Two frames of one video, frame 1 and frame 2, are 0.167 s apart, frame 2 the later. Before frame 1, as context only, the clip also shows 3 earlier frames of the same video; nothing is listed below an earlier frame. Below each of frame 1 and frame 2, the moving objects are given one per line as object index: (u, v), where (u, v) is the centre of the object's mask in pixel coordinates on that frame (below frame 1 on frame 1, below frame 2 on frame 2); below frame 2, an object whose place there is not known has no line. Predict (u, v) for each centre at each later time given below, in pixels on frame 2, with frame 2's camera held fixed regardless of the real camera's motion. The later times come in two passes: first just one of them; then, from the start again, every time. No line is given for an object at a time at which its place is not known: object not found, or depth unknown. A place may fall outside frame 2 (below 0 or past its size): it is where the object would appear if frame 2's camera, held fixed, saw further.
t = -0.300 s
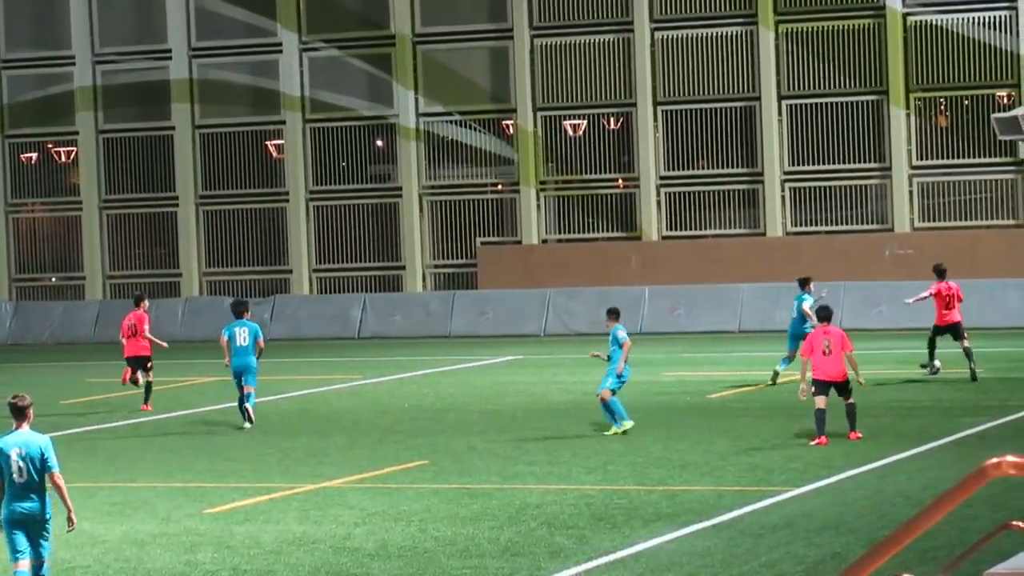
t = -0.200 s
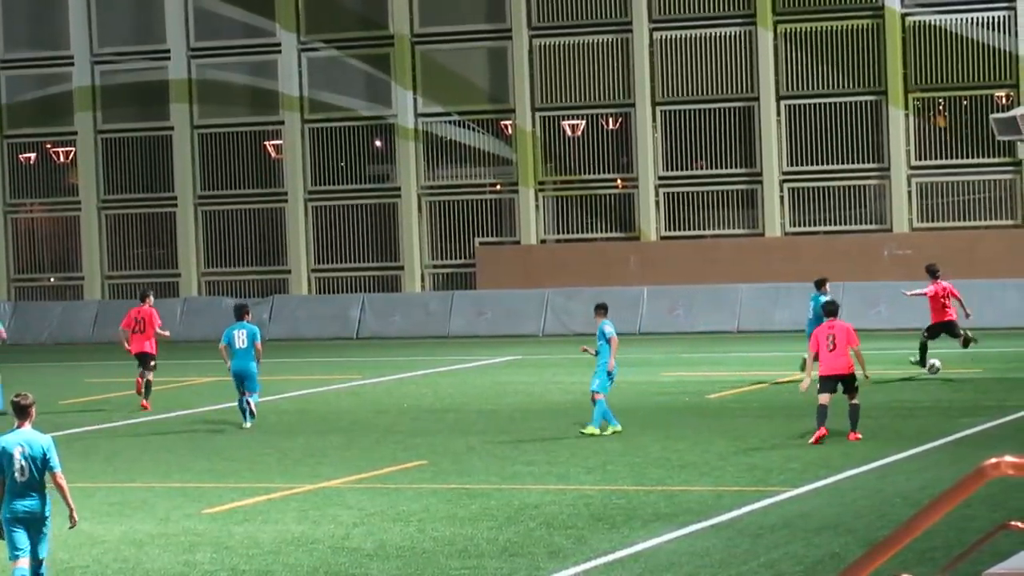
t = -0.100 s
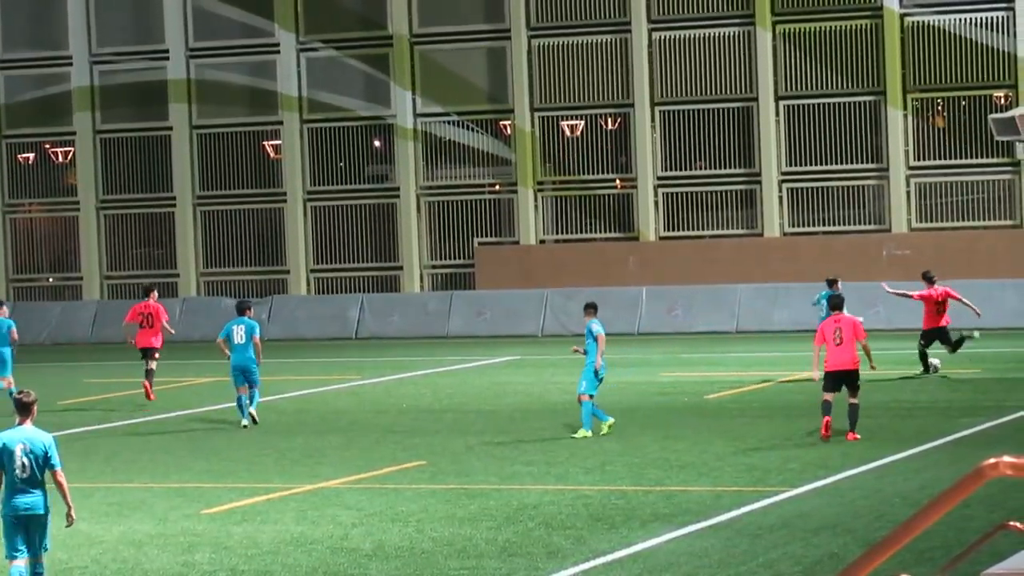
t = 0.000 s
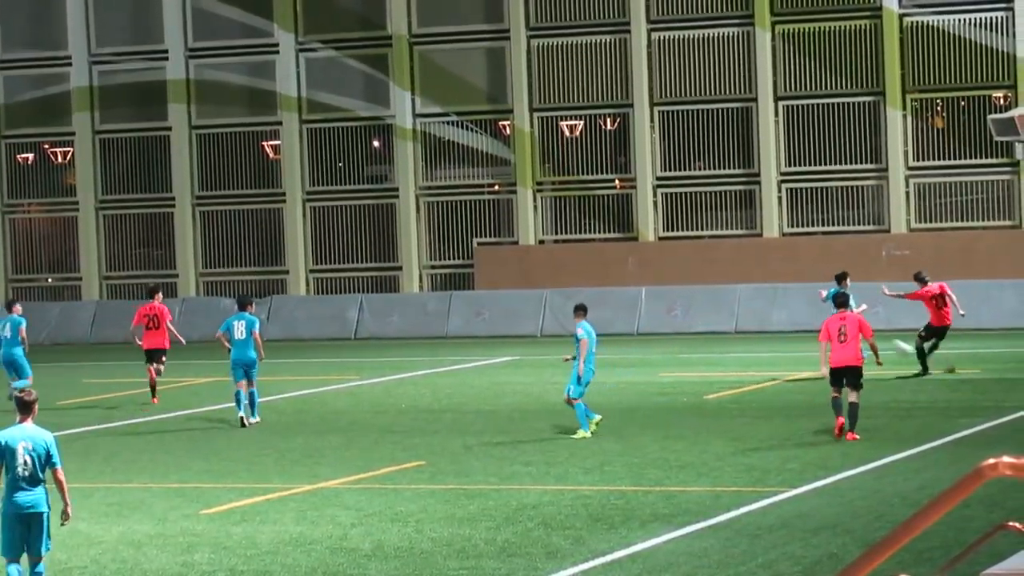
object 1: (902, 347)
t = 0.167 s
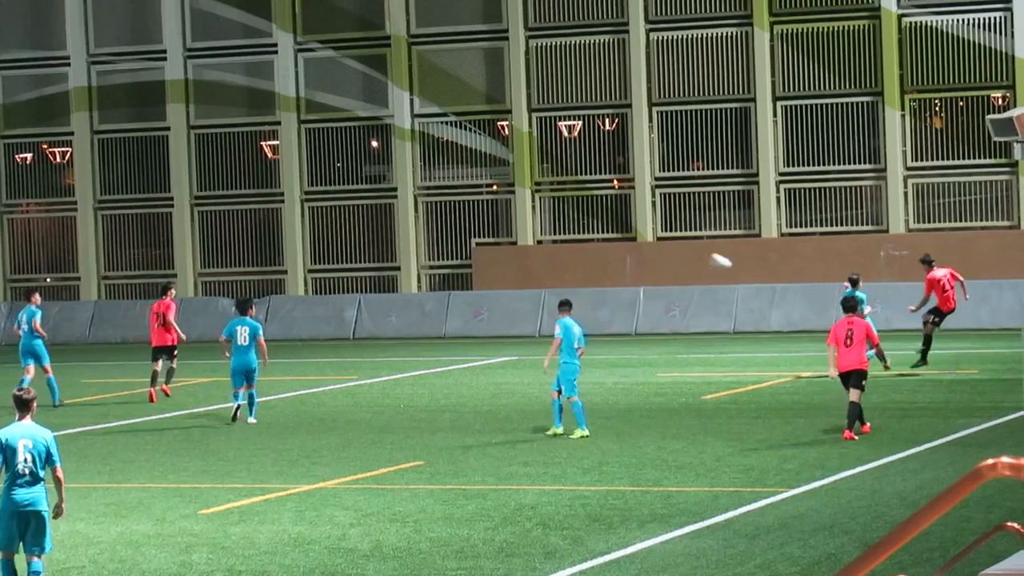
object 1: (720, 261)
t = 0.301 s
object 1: (589, 207)
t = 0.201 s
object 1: (687, 246)
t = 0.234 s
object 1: (655, 232)
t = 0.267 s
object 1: (621, 220)
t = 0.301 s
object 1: (589, 207)
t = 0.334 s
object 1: (563, 194)
